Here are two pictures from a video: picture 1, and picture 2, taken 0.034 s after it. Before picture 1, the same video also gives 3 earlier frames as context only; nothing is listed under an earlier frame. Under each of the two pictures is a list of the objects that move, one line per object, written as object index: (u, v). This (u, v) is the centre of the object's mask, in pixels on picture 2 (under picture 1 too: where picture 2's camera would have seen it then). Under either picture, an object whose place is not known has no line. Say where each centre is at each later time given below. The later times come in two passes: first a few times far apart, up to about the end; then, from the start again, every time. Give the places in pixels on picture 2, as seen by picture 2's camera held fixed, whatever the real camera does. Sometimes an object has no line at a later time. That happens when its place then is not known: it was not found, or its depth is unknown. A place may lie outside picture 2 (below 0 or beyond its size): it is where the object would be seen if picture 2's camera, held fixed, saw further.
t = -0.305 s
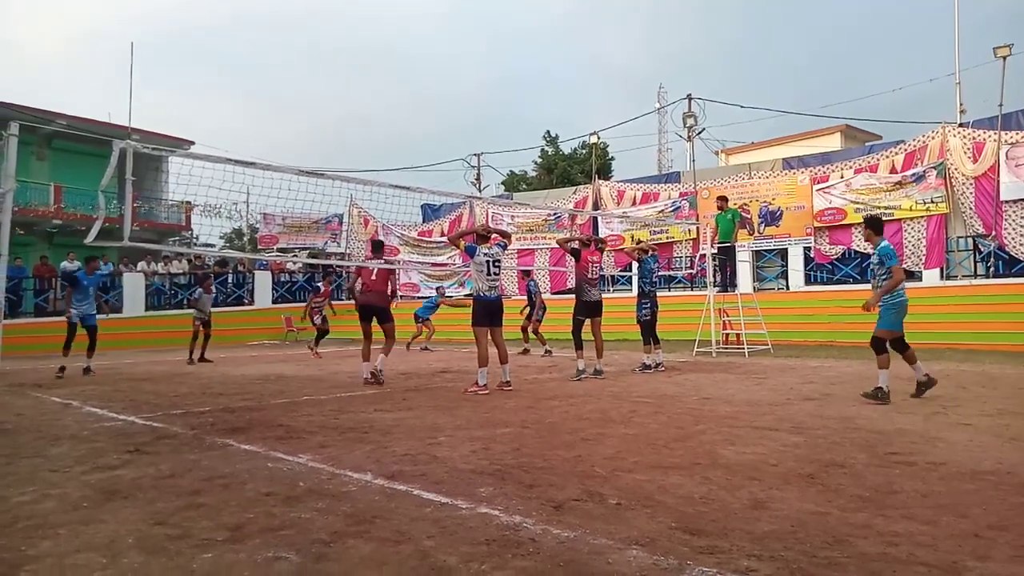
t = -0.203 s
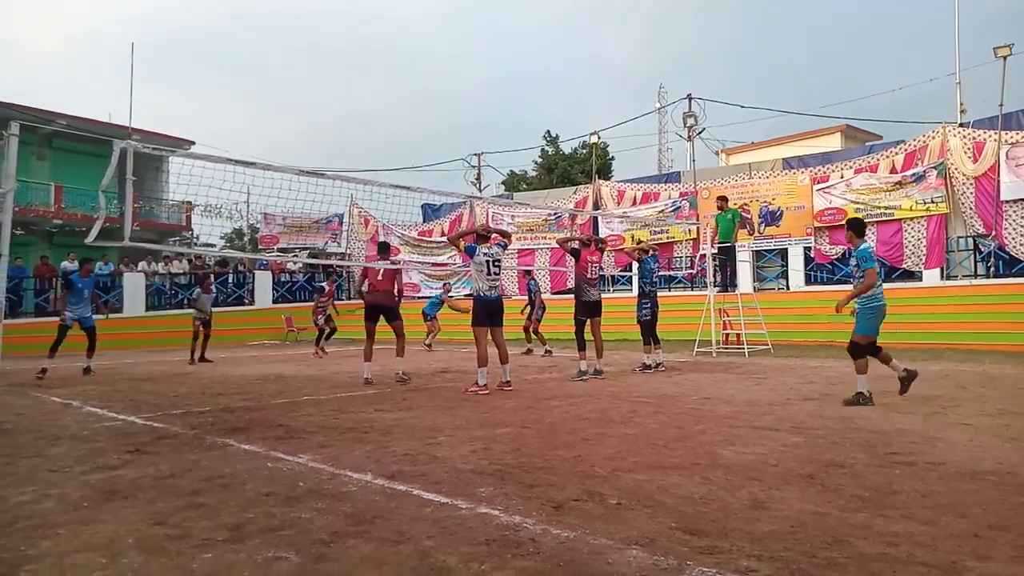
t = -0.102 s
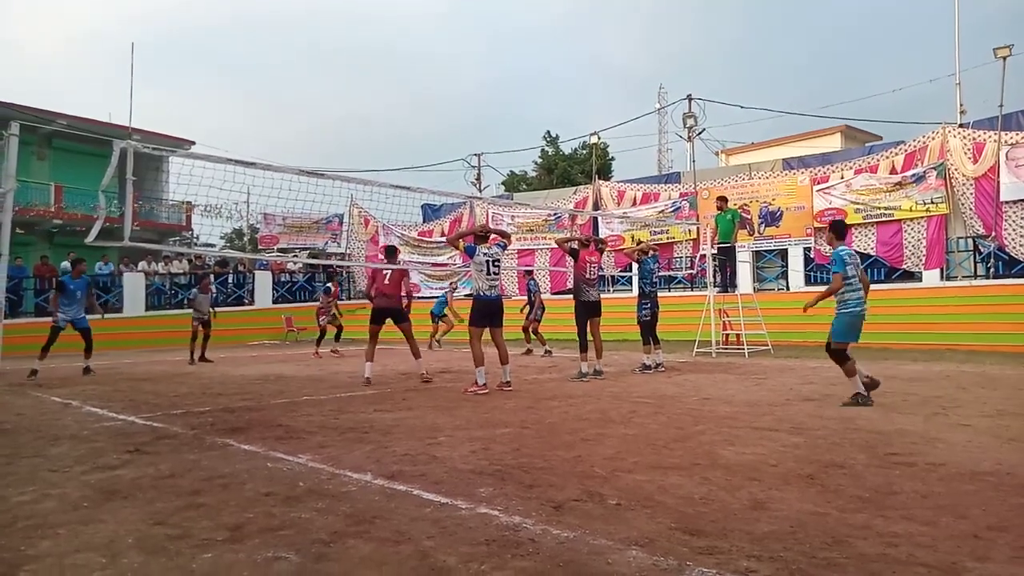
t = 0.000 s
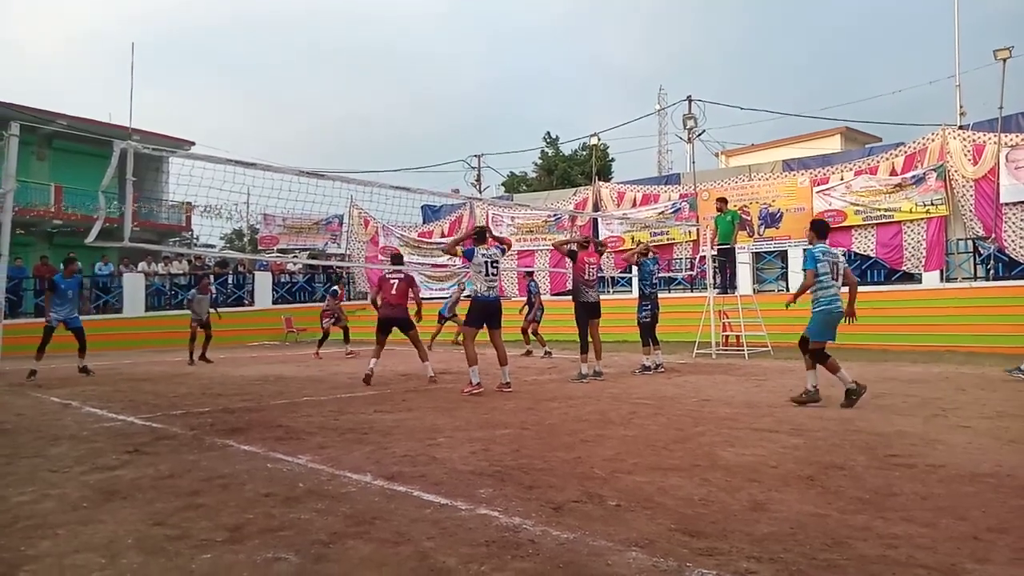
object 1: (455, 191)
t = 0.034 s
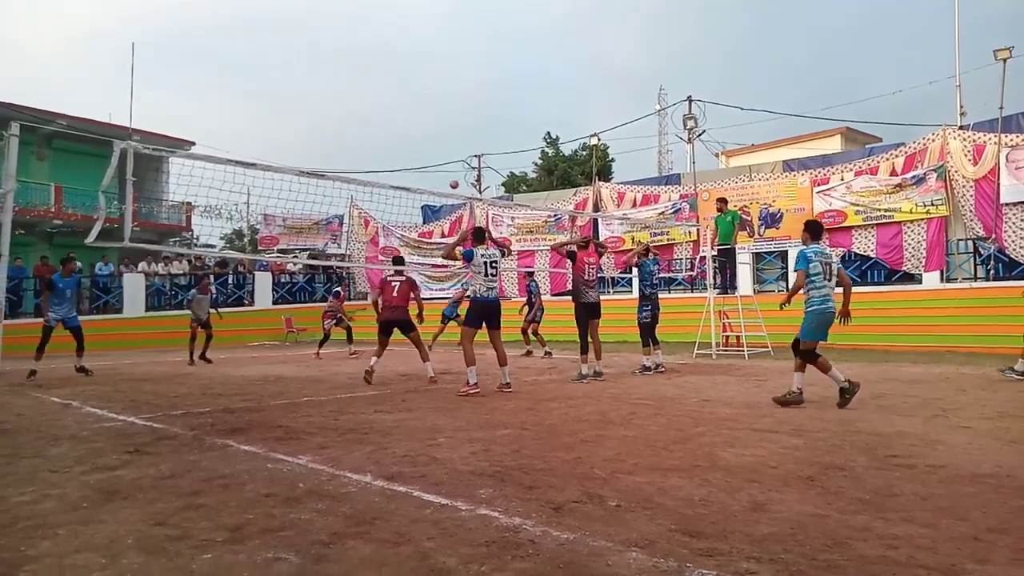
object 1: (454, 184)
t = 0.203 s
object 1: (448, 151)
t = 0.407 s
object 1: (441, 126)
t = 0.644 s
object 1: (432, 120)
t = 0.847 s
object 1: (423, 136)
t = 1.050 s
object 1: (414, 174)
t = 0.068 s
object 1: (453, 177)
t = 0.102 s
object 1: (452, 169)
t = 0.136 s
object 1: (451, 162)
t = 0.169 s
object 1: (449, 157)
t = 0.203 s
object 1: (448, 151)
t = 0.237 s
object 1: (447, 145)
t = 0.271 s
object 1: (446, 140)
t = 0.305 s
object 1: (445, 136)
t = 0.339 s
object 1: (443, 132)
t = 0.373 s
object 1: (442, 128)
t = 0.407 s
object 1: (441, 126)
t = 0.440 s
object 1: (440, 123)
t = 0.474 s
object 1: (439, 121)
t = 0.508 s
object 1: (437, 120)
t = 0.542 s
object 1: (436, 119)
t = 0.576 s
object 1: (435, 119)
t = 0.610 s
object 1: (433, 119)
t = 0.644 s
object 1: (432, 120)
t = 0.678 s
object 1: (431, 121)
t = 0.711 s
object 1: (429, 123)
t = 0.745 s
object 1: (427, 126)
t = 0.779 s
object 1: (426, 129)
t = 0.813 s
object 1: (425, 132)
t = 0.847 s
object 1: (423, 136)
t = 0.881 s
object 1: (422, 141)
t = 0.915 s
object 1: (421, 147)
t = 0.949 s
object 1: (419, 152)
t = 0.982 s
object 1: (417, 159)
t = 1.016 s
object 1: (416, 166)
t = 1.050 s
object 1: (414, 174)
